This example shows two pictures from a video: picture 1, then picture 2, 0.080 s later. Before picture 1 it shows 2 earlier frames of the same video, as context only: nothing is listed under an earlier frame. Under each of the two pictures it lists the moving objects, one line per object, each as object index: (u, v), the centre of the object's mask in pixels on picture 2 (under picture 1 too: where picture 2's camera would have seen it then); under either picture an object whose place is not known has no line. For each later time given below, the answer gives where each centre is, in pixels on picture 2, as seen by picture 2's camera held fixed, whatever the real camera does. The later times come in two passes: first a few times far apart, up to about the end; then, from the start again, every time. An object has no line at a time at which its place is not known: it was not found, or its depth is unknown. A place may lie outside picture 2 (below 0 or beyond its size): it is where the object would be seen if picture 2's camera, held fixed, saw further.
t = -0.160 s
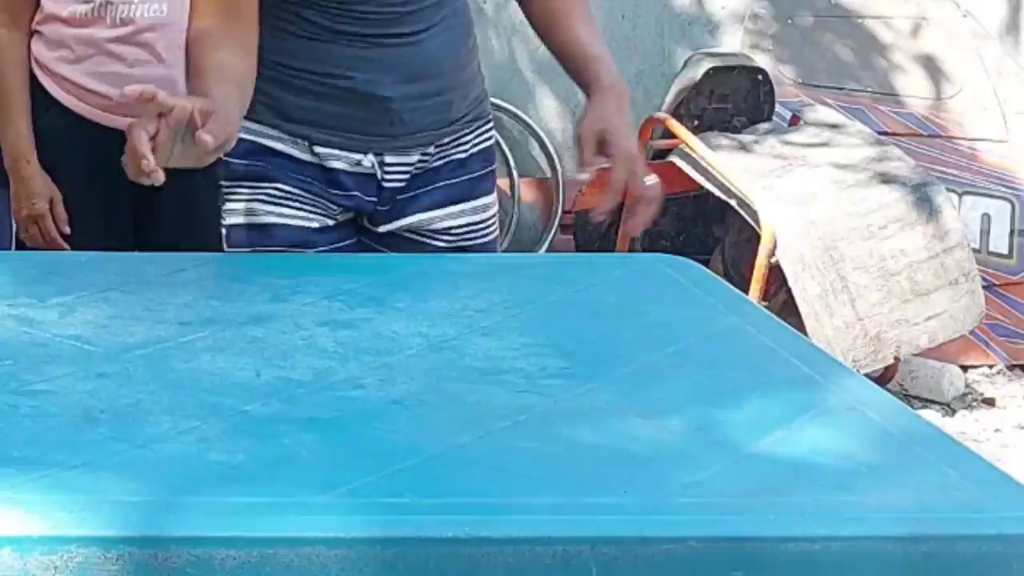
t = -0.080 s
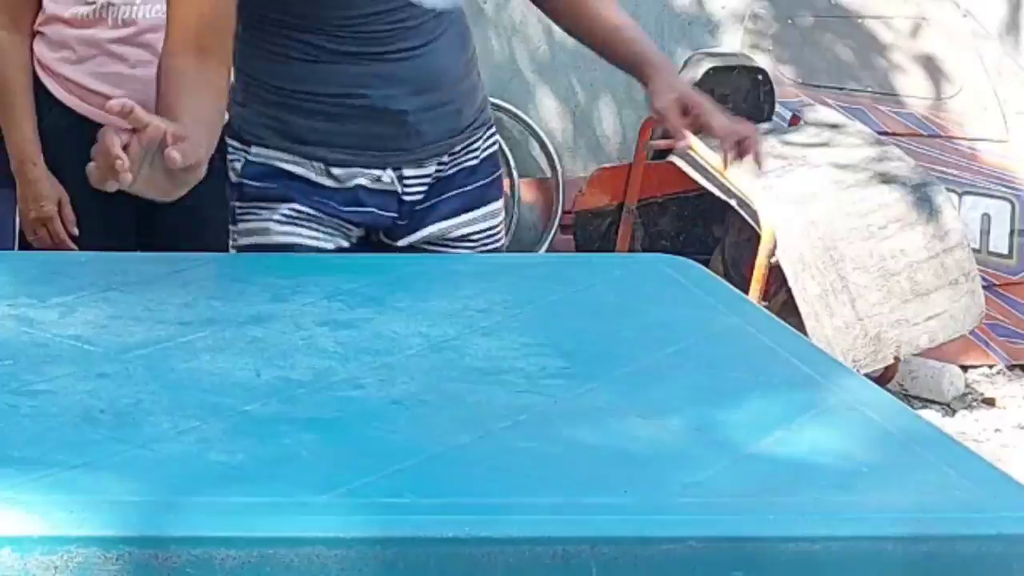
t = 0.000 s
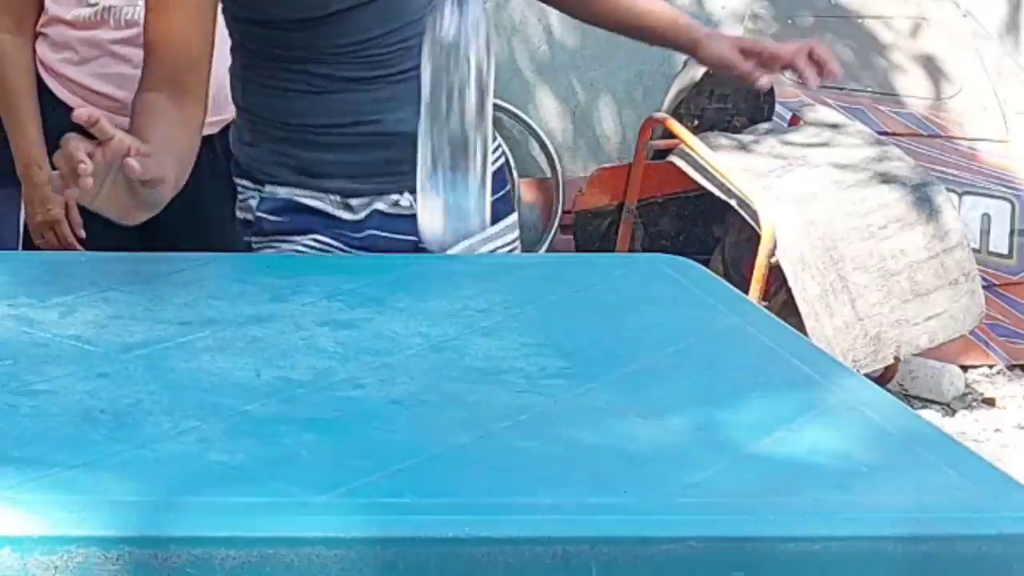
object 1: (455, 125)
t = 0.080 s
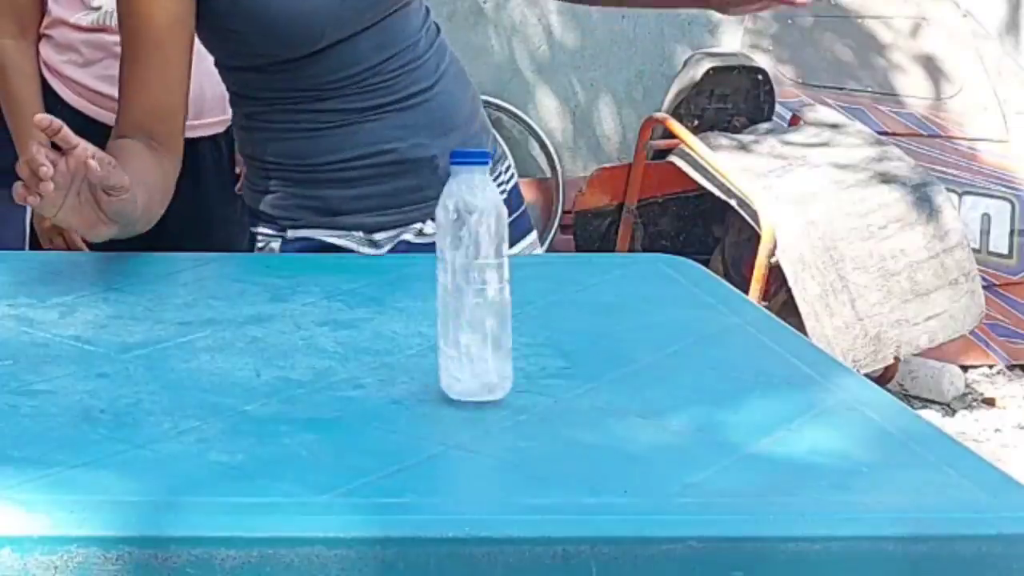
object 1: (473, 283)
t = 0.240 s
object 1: (511, 284)
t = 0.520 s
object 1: (530, 278)
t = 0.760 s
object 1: (571, 277)
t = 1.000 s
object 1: (603, 274)
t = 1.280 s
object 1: (581, 283)
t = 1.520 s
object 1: (585, 278)
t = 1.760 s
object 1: (573, 280)
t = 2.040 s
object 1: (573, 280)
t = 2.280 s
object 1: (573, 280)
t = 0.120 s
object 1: (486, 281)
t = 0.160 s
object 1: (497, 285)
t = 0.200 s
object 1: (506, 285)
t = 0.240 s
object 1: (511, 284)
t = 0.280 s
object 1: (516, 283)
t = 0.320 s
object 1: (520, 282)
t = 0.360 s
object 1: (523, 279)
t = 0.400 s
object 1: (524, 279)
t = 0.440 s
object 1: (526, 279)
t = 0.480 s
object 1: (528, 278)
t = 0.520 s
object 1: (530, 278)
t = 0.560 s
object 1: (537, 276)
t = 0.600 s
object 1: (540, 276)
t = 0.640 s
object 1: (544, 275)
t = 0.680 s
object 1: (550, 275)
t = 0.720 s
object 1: (559, 275)
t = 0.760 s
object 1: (571, 277)
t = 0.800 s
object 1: (585, 278)
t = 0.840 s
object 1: (602, 276)
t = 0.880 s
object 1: (605, 276)
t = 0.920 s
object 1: (606, 275)
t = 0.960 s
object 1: (606, 274)
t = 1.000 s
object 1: (603, 274)
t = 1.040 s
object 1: (600, 275)
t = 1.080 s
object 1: (596, 277)
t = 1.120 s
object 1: (588, 280)
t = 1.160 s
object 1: (580, 282)
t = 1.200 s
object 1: (581, 283)
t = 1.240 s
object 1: (581, 283)
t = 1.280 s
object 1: (581, 283)
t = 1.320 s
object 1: (580, 281)
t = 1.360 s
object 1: (582, 279)
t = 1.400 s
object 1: (585, 276)
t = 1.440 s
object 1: (589, 276)
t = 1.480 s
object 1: (591, 276)
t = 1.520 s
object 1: (585, 278)
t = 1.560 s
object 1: (578, 279)
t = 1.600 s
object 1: (578, 280)
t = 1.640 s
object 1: (580, 280)
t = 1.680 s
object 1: (579, 280)
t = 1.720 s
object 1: (575, 280)
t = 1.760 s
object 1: (573, 280)
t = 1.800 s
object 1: (575, 280)
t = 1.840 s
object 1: (573, 279)
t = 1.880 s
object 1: (573, 279)
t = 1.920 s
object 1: (574, 280)
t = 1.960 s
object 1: (573, 280)
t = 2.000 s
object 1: (575, 280)
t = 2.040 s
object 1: (573, 280)
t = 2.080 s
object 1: (572, 280)
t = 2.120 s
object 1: (574, 280)
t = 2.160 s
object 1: (573, 280)
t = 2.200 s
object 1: (573, 280)
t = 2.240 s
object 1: (574, 280)
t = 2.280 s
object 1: (573, 280)
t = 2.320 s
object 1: (573, 280)
